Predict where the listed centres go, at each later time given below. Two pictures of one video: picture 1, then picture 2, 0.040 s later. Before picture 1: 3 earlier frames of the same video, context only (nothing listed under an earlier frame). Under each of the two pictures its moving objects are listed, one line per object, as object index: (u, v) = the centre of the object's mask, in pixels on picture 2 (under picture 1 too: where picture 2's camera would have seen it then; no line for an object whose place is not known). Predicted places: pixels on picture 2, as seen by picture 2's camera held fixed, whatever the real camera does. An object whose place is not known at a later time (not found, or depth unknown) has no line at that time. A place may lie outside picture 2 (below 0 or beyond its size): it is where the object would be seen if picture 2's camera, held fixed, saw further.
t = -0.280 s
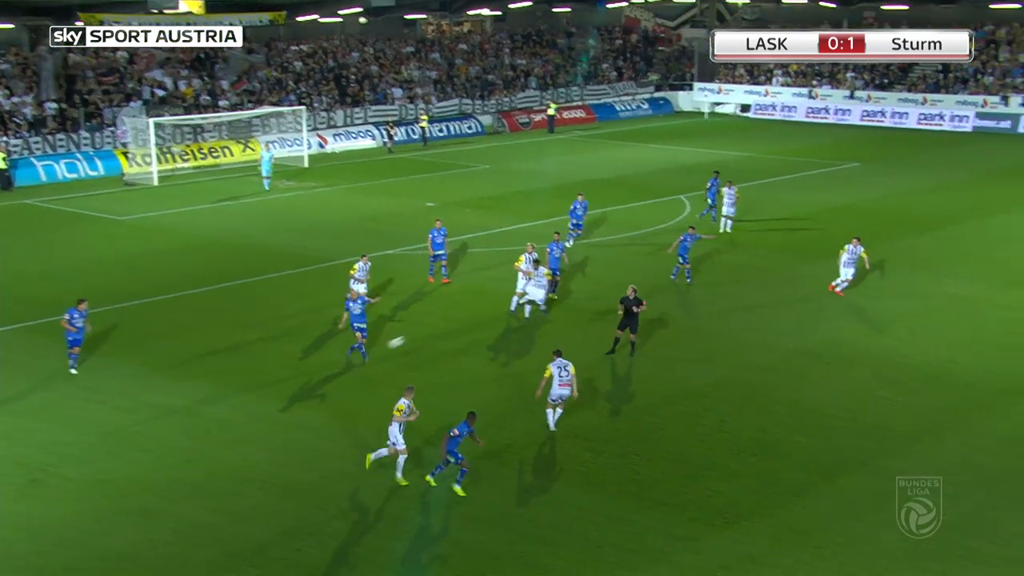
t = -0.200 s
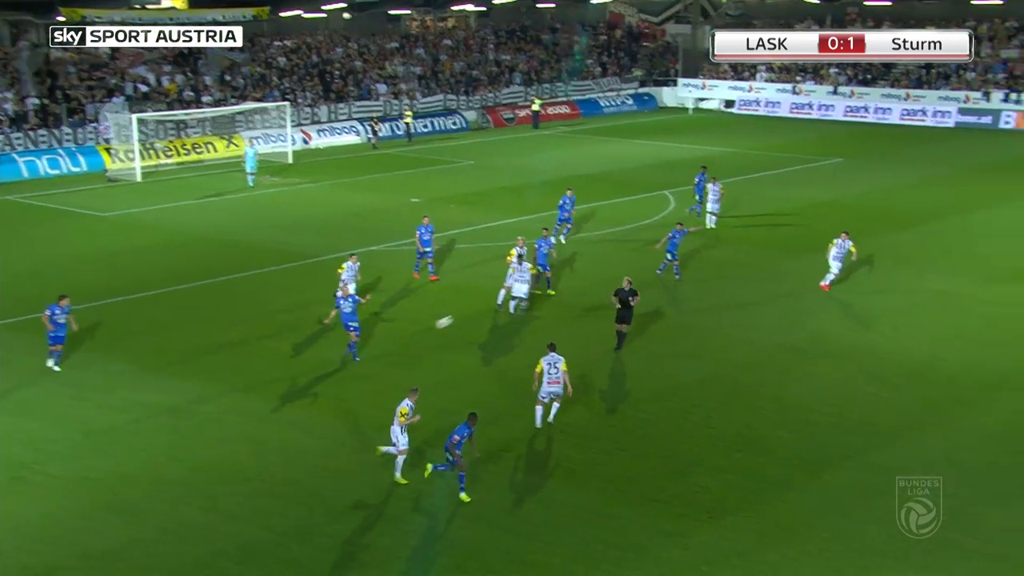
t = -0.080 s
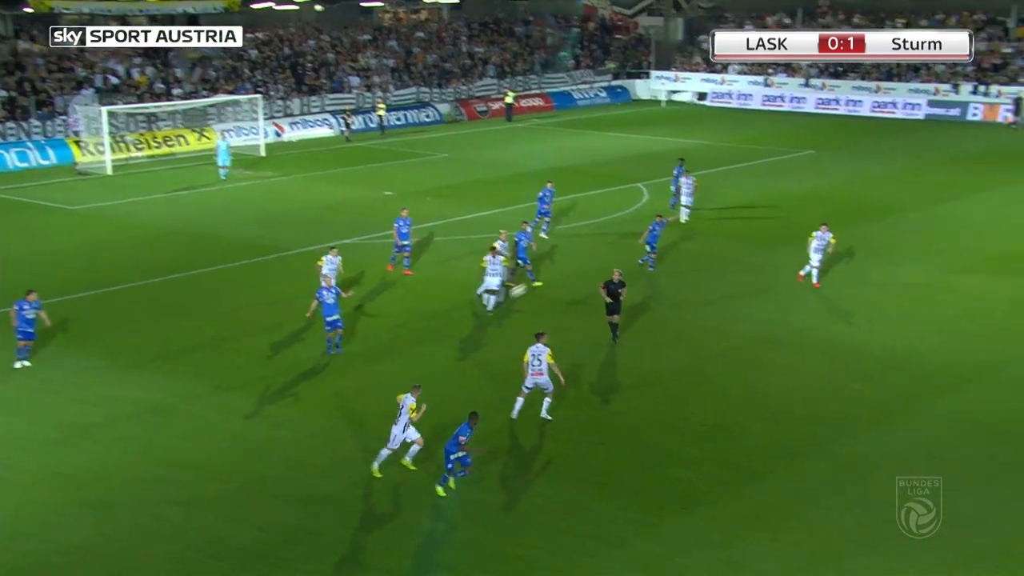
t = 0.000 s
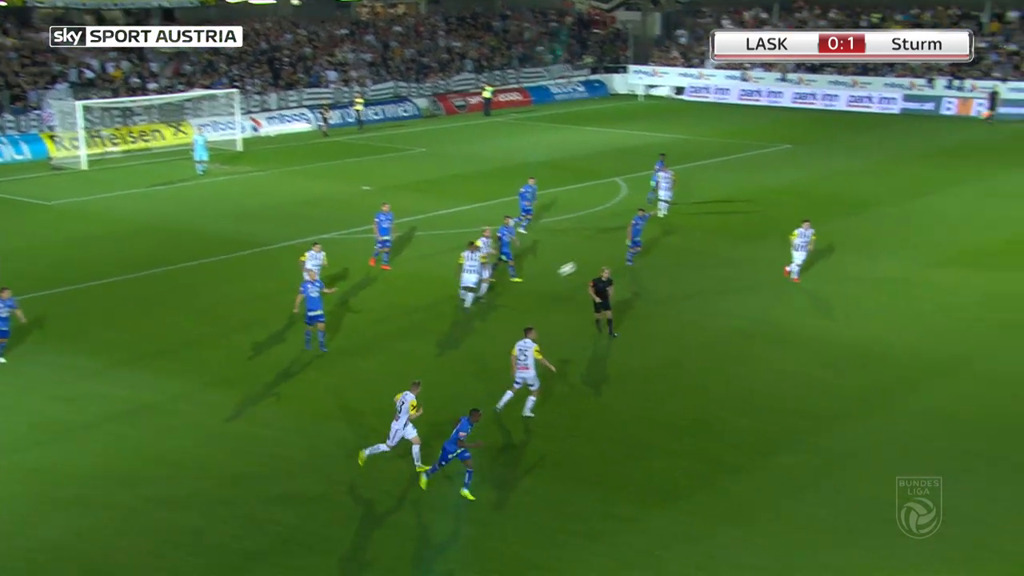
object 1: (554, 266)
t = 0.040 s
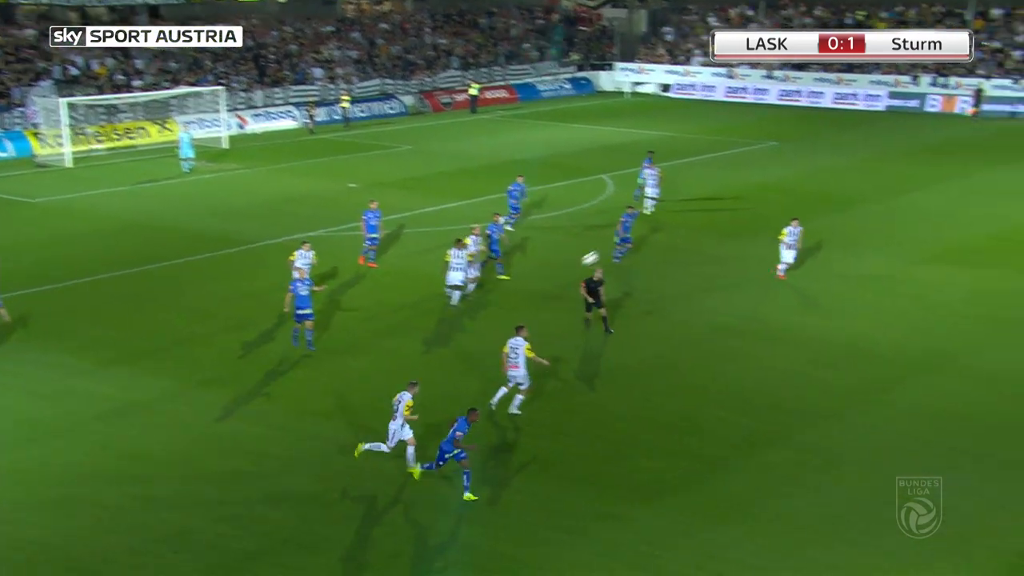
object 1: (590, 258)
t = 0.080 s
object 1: (626, 251)
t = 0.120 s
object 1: (663, 244)
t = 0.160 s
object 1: (702, 236)
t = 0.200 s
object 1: (741, 229)
